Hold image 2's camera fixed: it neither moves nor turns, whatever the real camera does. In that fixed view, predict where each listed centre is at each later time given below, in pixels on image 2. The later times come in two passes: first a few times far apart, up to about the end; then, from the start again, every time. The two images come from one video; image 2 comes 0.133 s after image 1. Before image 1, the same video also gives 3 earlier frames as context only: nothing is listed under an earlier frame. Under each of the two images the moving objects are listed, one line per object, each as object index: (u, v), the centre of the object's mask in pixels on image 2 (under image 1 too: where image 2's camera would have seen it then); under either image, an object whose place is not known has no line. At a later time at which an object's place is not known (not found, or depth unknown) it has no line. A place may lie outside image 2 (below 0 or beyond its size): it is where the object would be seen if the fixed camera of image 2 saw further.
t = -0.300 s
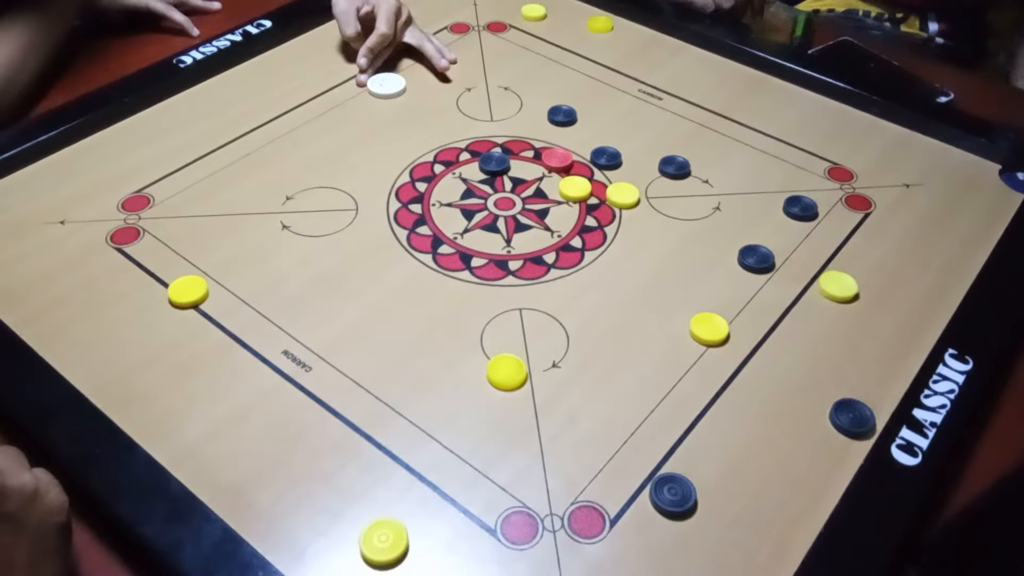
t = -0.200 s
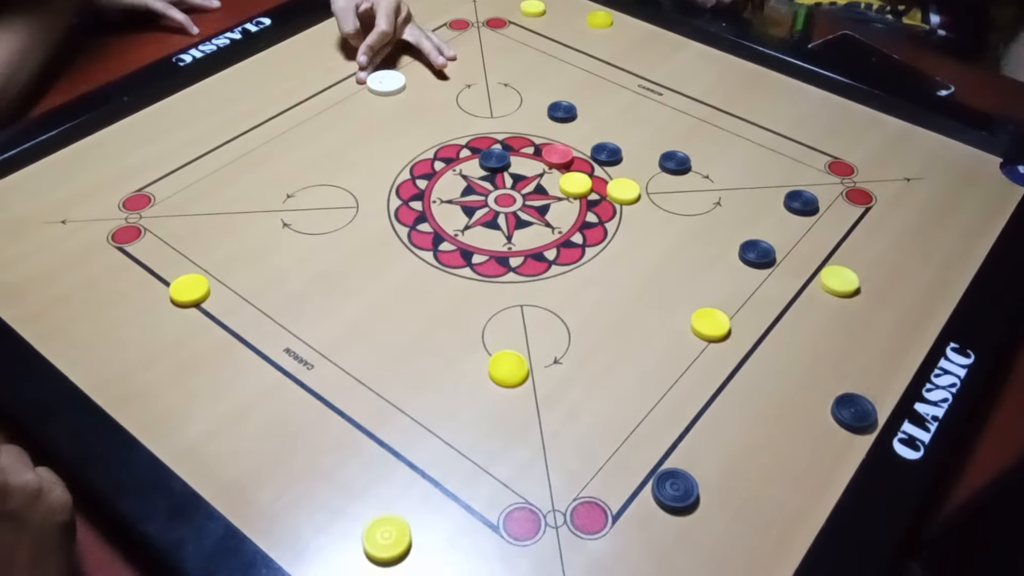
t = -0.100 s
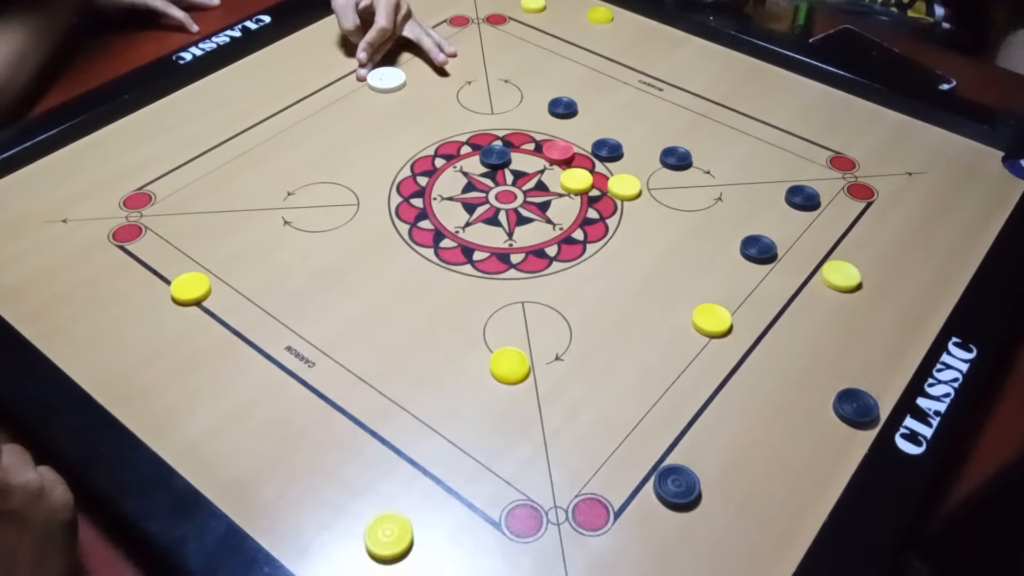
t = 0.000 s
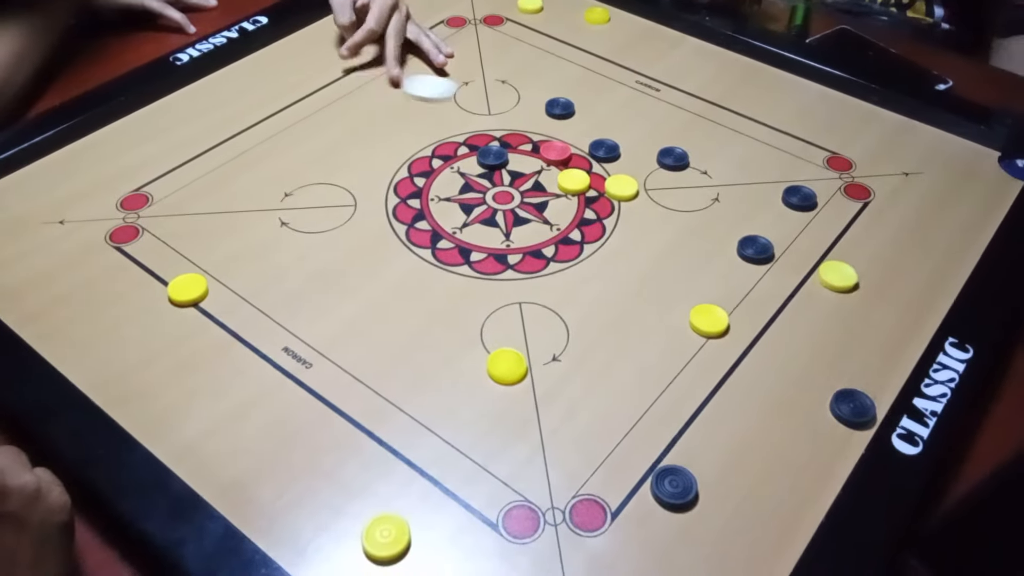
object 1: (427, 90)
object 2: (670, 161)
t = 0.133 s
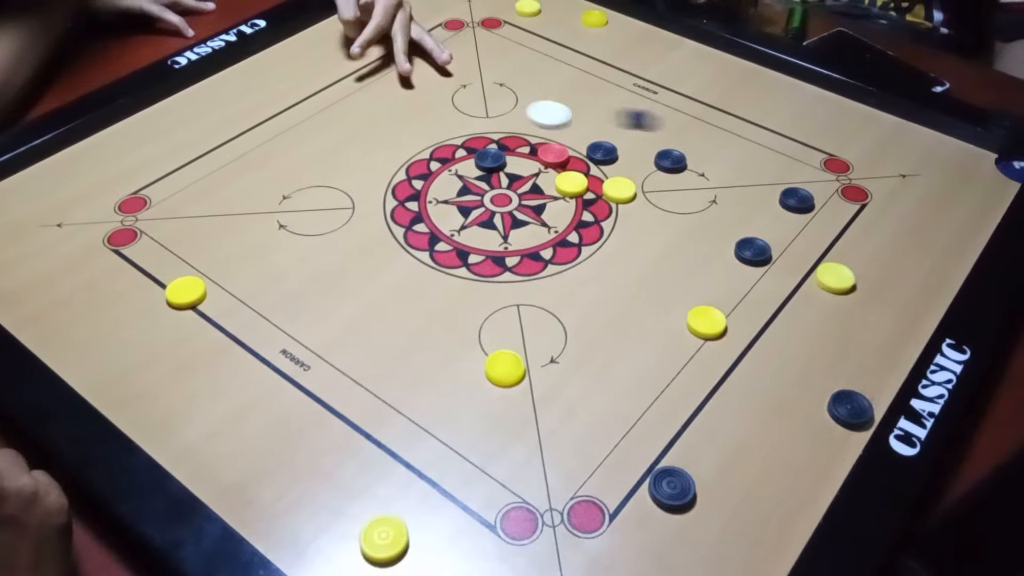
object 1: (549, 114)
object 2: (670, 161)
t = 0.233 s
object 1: (600, 126)
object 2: (671, 161)
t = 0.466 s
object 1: (695, 145)
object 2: (713, 196)
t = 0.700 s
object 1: (766, 152)
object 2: (738, 217)
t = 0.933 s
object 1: (824, 160)
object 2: (738, 217)
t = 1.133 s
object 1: (864, 167)
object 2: (738, 217)
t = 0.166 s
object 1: (566, 118)
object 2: (671, 161)
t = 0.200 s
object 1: (583, 123)
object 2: (671, 161)
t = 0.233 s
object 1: (600, 126)
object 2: (671, 161)
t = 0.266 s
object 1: (616, 131)
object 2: (670, 161)
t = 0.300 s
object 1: (633, 136)
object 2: (670, 161)
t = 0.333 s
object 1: (649, 140)
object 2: (672, 162)
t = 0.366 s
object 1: (661, 142)
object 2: (683, 171)
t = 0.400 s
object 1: (673, 143)
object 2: (694, 180)
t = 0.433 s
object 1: (684, 144)
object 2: (704, 188)
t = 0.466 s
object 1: (695, 145)
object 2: (713, 196)
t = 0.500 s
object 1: (706, 146)
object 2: (720, 202)
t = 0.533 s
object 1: (716, 147)
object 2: (727, 207)
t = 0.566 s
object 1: (727, 148)
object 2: (732, 211)
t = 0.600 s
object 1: (737, 149)
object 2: (735, 214)
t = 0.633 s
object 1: (747, 150)
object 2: (738, 217)
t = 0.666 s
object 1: (756, 151)
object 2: (738, 217)
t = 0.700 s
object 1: (766, 152)
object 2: (738, 217)
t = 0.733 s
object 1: (774, 153)
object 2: (738, 217)
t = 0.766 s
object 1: (783, 154)
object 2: (738, 217)
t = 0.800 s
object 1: (791, 156)
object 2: (738, 217)
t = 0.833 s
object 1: (800, 157)
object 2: (738, 217)
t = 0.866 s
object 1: (808, 158)
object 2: (738, 217)
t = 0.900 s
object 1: (816, 159)
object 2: (738, 217)
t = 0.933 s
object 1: (824, 160)
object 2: (738, 217)
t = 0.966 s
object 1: (832, 162)
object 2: (738, 217)
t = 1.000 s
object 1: (838, 163)
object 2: (738, 217)
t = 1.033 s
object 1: (845, 164)
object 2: (738, 217)
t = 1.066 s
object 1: (852, 165)
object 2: (738, 217)
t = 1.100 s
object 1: (858, 166)
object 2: (738, 217)
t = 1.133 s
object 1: (864, 167)
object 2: (738, 217)
